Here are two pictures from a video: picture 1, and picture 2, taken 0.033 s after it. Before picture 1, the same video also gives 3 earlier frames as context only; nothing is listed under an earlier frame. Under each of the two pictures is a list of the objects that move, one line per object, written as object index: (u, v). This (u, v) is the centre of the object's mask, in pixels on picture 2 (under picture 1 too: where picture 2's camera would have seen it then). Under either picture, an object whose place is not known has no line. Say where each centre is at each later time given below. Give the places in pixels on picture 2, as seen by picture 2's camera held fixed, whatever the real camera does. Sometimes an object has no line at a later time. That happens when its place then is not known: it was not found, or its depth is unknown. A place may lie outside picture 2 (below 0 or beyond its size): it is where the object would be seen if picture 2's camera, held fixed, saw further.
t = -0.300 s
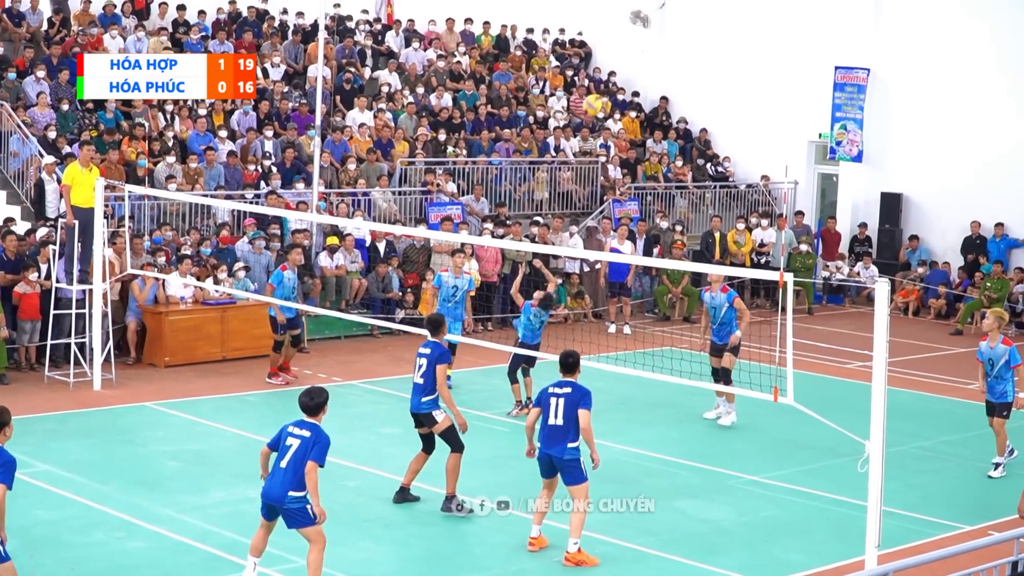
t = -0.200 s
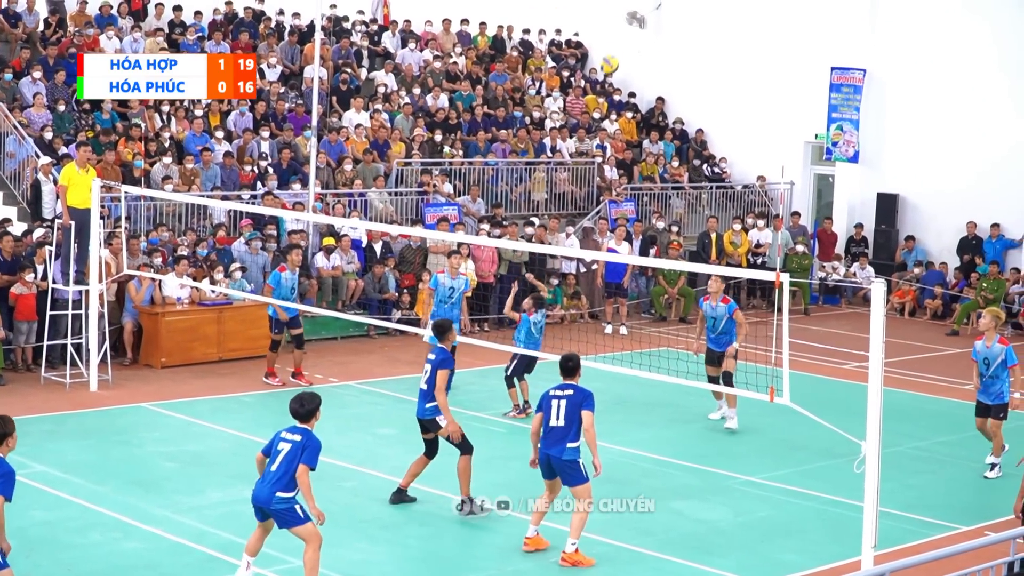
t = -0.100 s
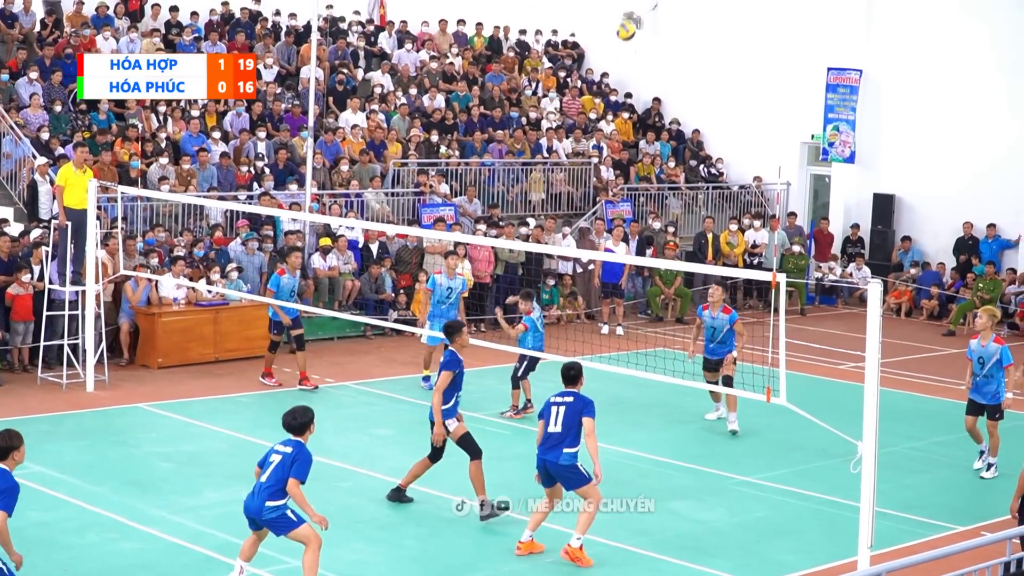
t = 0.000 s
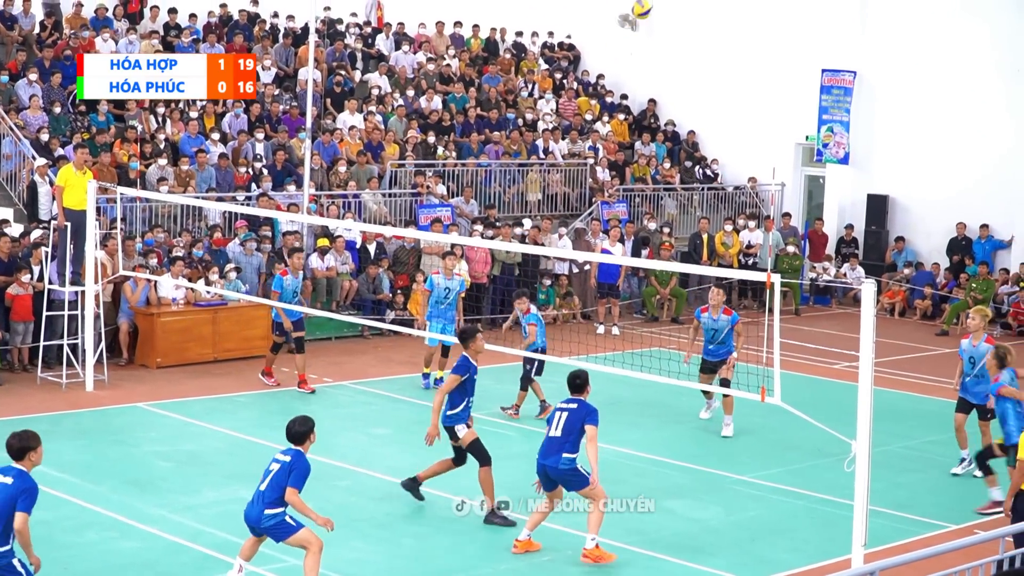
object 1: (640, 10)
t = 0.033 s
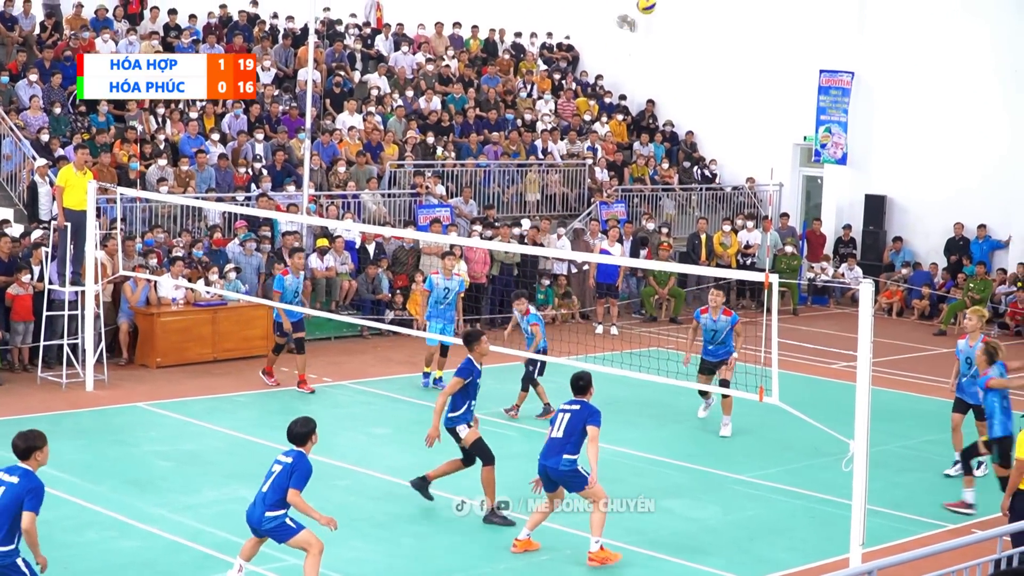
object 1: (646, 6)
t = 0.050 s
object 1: (649, 5)
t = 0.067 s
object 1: (652, 4)
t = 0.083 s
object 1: (655, 3)
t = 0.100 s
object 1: (658, 3)
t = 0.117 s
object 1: (661, 2)
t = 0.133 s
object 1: (664, 1)
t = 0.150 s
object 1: (667, 1)
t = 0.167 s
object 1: (671, 0)
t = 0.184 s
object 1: (674, 0)
